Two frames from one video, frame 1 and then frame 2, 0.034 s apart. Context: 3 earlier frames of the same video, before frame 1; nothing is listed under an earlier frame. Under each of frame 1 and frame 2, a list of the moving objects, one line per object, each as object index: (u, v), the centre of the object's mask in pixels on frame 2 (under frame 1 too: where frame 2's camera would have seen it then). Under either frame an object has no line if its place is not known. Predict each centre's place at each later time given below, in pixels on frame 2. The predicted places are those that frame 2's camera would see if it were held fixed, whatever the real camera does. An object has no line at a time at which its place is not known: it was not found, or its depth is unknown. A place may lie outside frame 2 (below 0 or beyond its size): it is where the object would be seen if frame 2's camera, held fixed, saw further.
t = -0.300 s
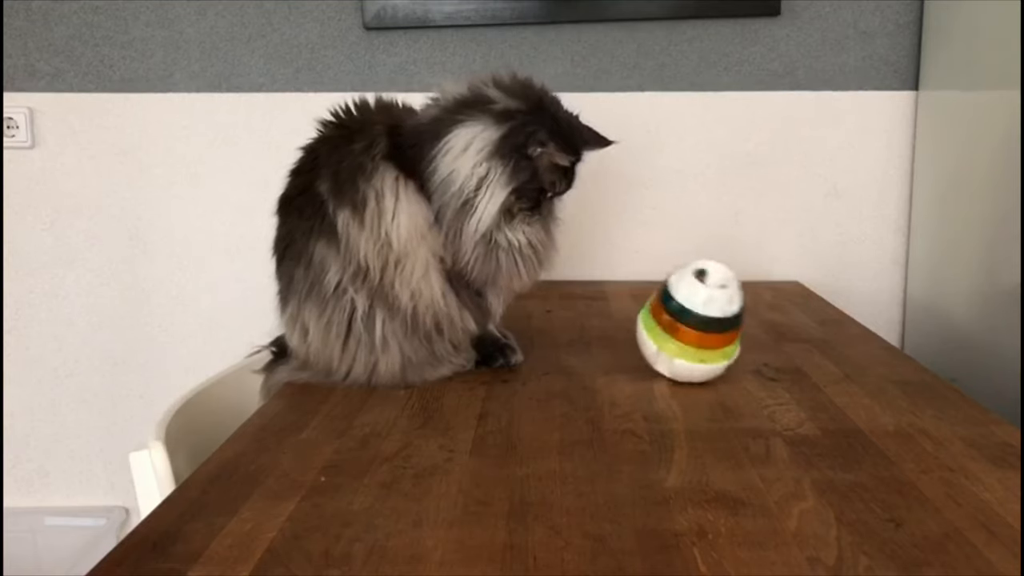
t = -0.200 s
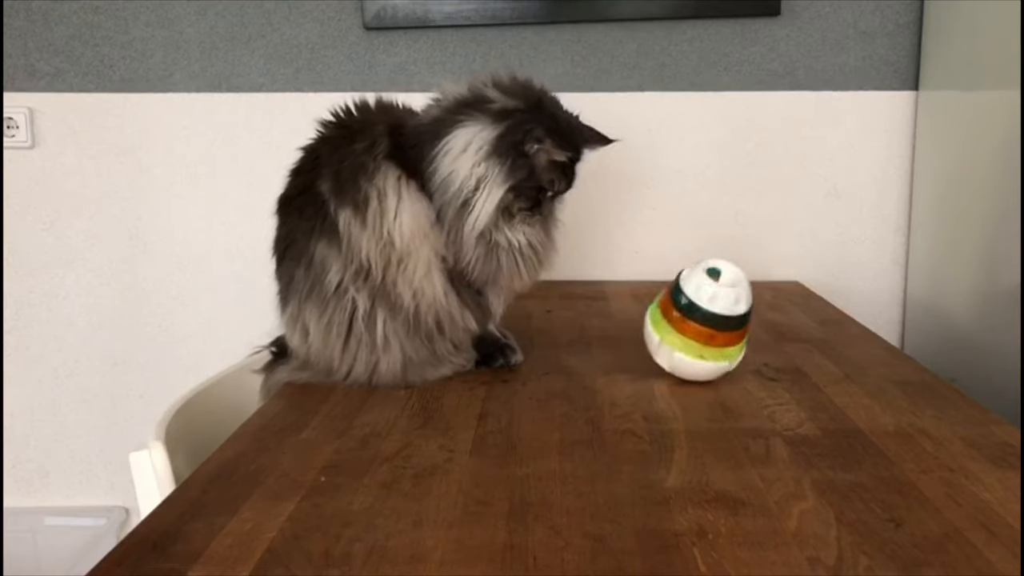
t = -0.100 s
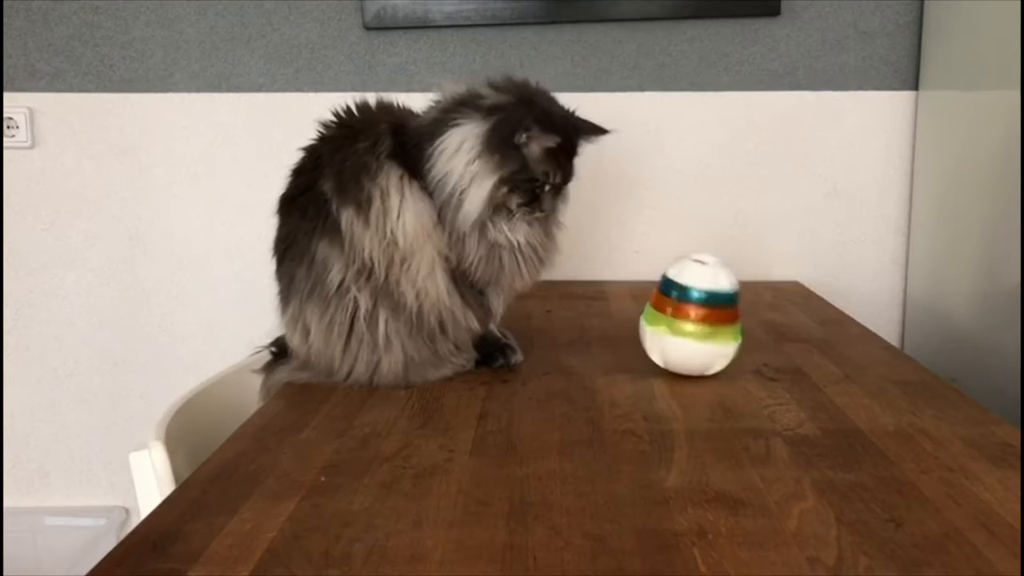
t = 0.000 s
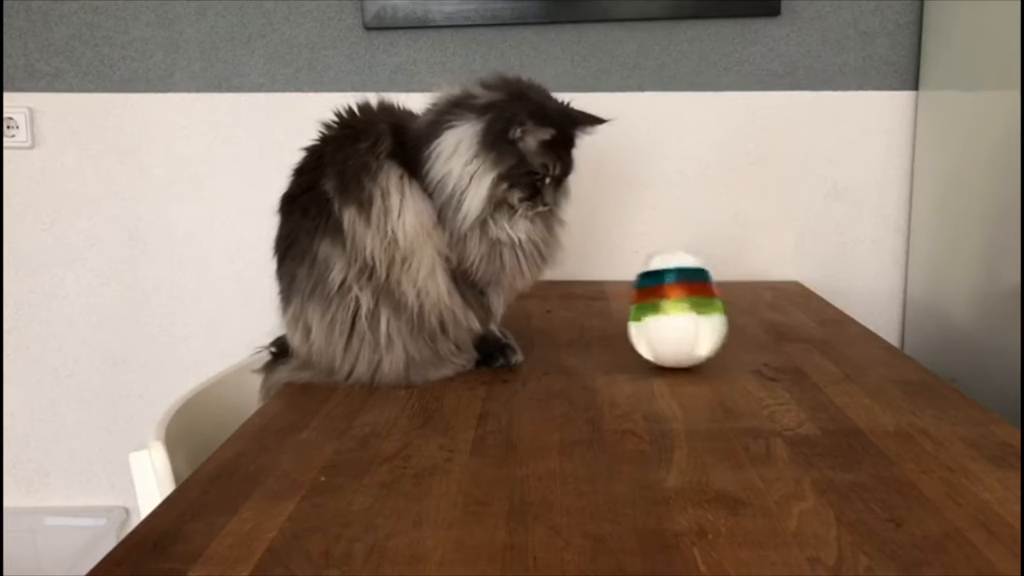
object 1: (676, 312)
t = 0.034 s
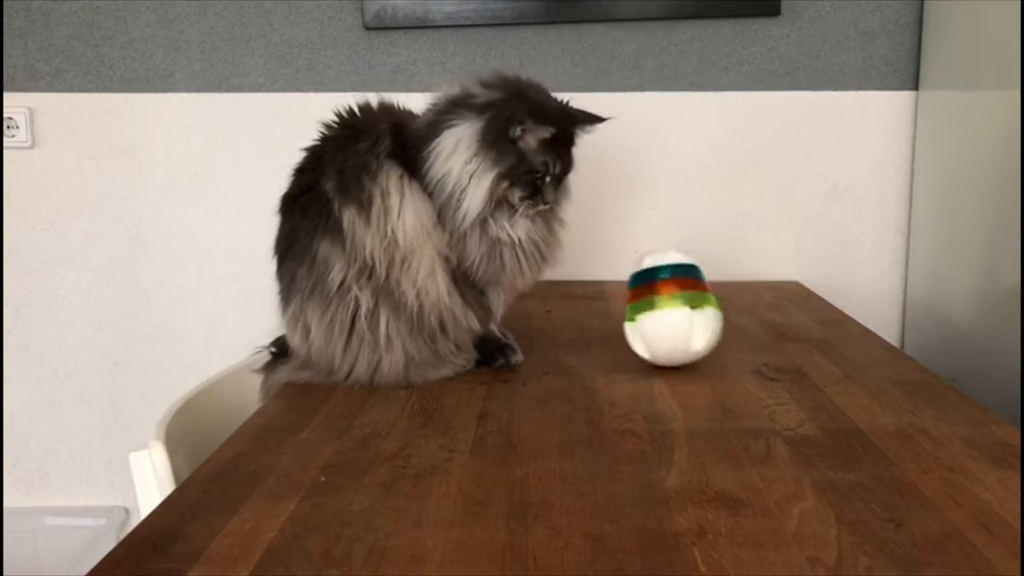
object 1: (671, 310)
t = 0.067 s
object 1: (666, 310)
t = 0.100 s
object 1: (663, 310)
